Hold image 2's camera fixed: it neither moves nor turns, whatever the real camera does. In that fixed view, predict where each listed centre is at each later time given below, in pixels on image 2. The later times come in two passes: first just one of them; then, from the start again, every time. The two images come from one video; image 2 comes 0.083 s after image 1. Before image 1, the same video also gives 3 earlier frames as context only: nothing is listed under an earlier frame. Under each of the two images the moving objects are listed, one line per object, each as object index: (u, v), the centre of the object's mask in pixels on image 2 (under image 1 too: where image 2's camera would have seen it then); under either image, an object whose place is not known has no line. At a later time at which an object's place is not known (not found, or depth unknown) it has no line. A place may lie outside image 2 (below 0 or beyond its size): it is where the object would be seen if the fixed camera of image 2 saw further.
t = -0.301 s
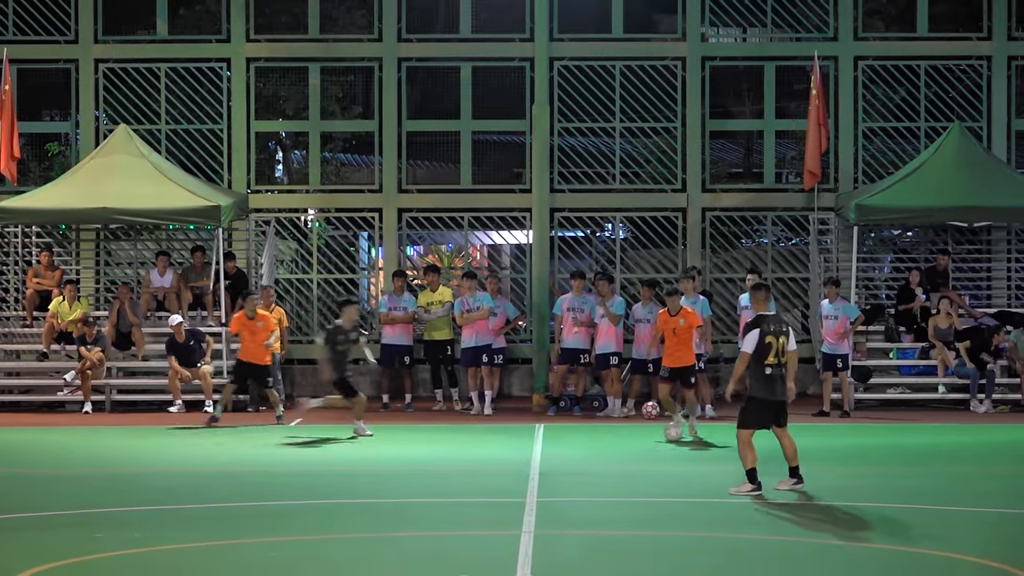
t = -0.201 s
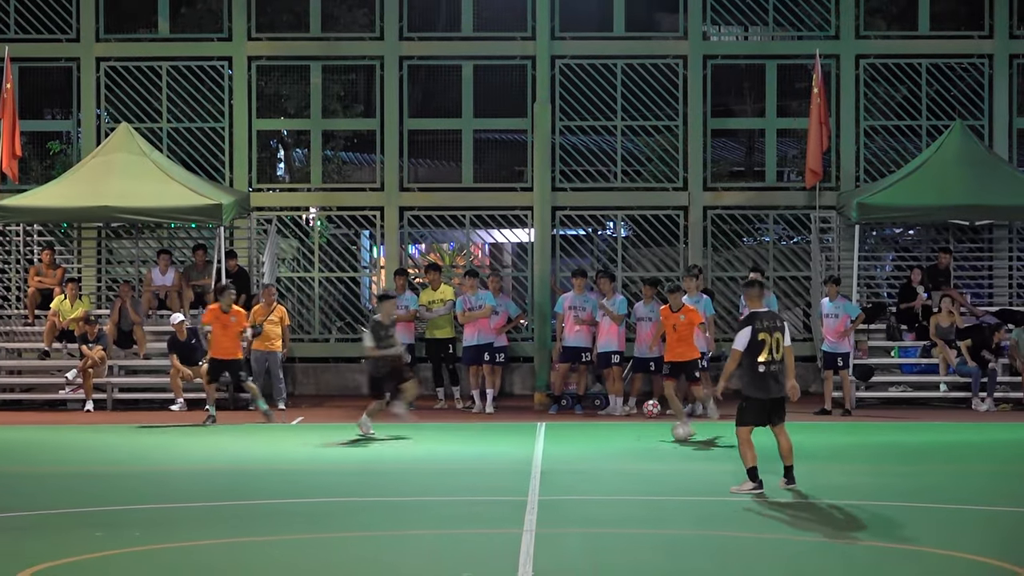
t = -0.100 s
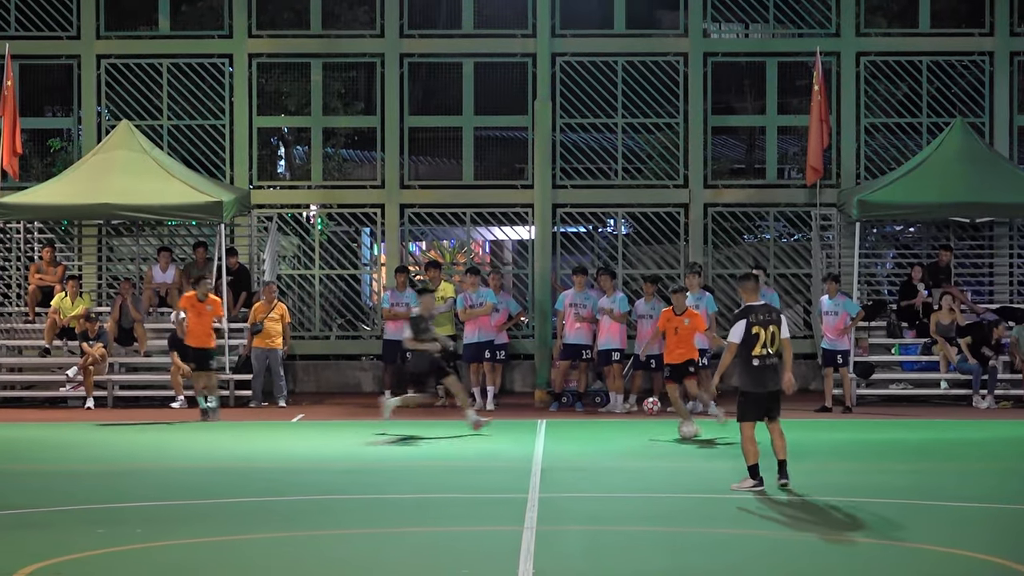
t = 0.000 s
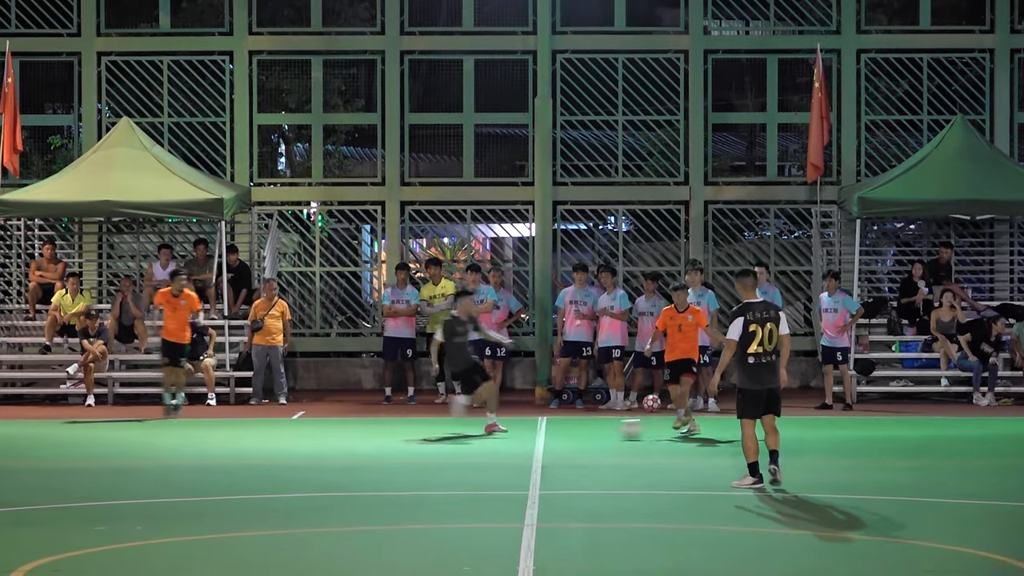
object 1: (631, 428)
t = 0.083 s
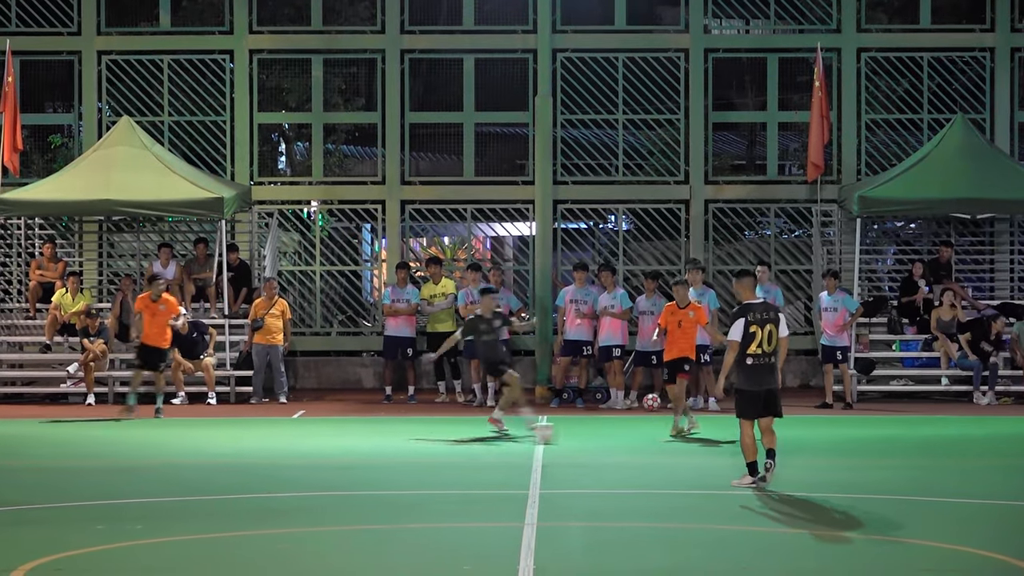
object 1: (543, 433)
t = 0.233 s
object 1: (392, 440)
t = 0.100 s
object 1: (528, 433)
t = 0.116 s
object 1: (511, 432)
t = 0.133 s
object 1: (494, 434)
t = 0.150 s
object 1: (477, 436)
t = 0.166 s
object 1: (461, 436)
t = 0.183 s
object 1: (443, 437)
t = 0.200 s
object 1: (425, 438)
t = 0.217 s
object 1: (409, 439)
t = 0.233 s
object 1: (392, 440)
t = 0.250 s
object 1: (374, 441)
